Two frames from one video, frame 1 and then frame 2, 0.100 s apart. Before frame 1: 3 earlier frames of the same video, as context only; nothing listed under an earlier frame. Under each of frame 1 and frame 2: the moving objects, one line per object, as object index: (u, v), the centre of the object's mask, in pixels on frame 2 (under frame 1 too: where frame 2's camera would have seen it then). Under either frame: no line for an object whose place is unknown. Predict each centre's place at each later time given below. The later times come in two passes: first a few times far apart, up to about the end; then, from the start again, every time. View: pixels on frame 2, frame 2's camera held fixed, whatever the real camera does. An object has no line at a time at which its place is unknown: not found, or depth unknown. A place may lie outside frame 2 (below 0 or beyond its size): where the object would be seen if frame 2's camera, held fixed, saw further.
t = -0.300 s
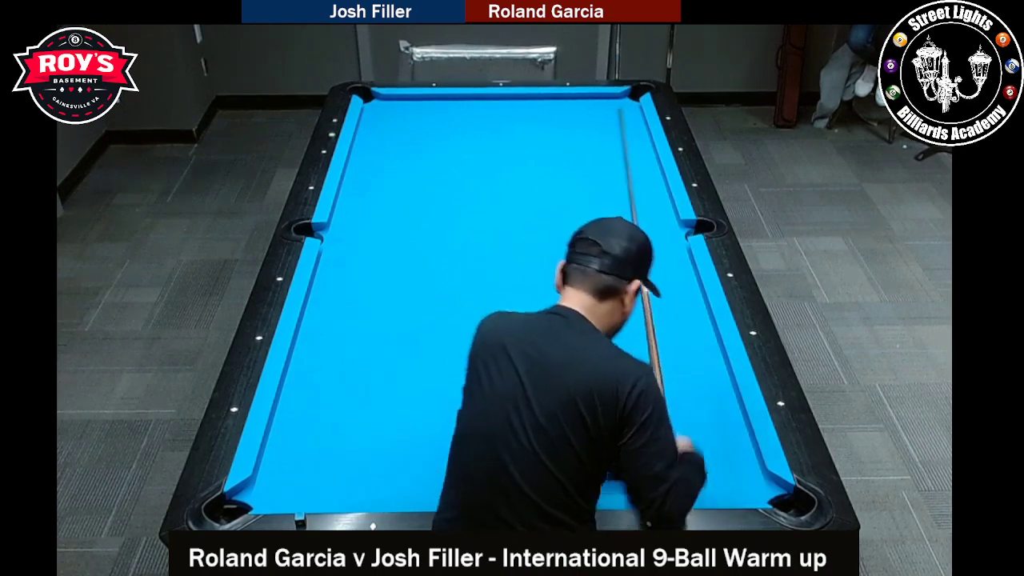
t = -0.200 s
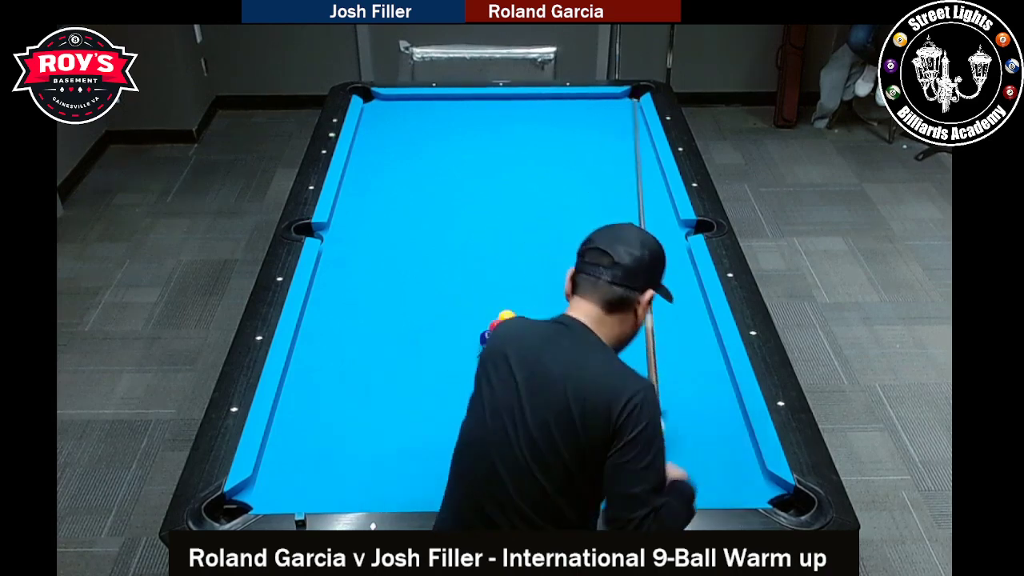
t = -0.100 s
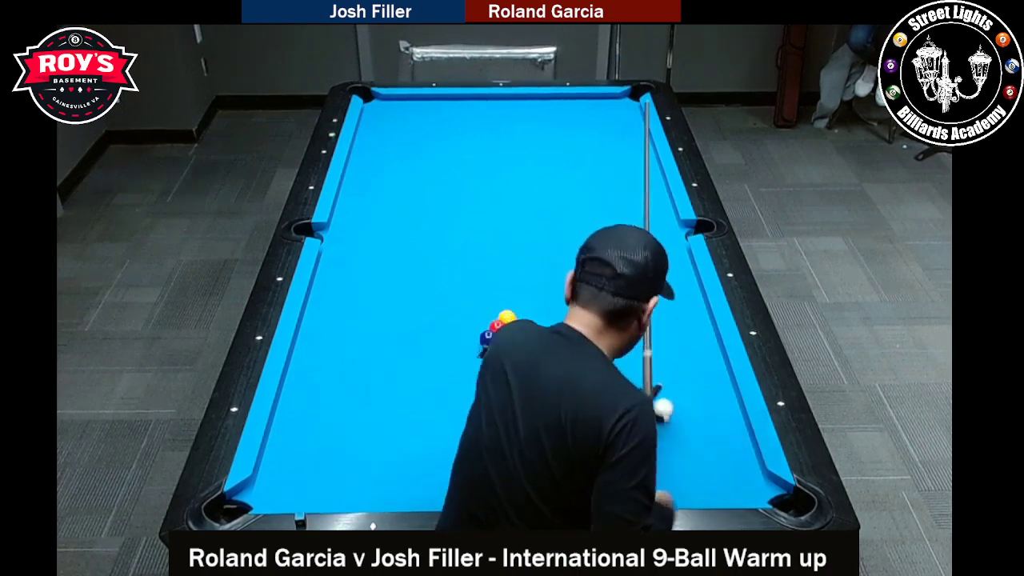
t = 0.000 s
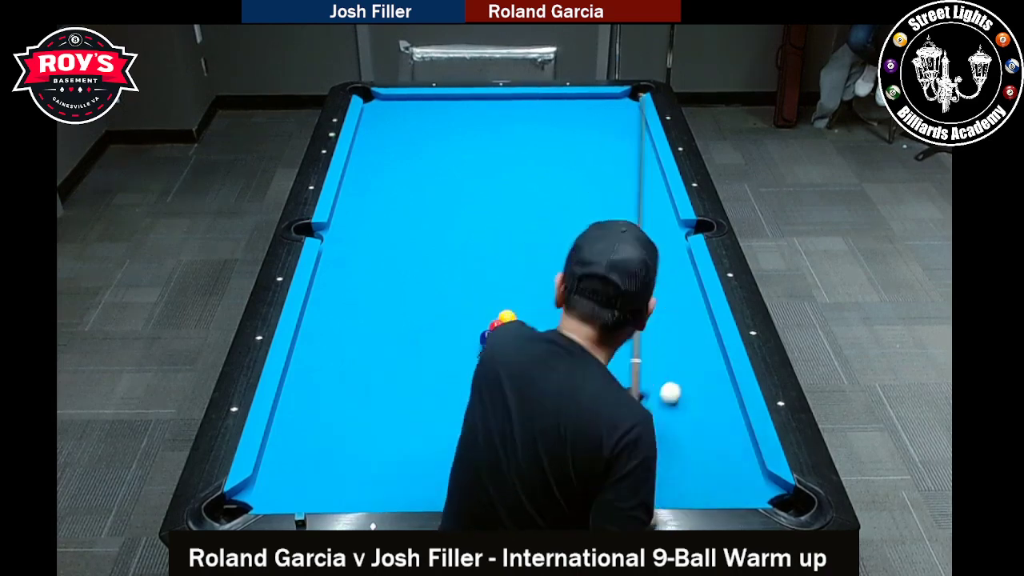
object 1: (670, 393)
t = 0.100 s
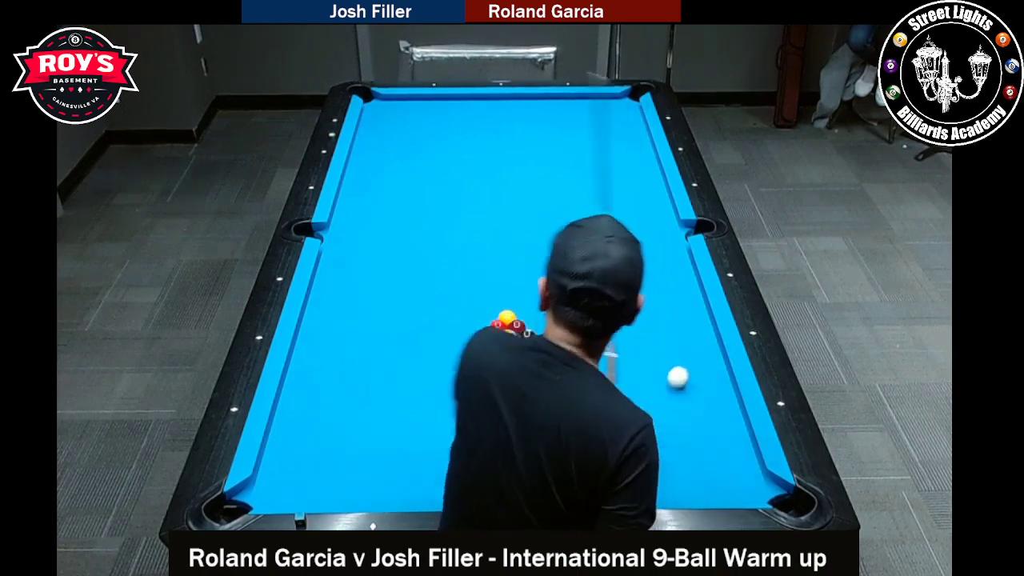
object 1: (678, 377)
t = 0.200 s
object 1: (685, 362)
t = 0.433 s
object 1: (700, 331)
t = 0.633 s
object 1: (697, 310)
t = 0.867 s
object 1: (679, 292)
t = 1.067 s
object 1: (666, 278)
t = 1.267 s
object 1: (654, 264)
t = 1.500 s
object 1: (641, 250)
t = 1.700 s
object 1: (631, 239)
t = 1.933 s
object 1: (620, 227)
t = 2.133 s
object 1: (611, 218)
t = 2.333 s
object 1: (603, 209)
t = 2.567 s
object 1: (594, 200)
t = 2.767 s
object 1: (587, 193)
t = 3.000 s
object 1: (580, 185)
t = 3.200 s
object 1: (575, 180)
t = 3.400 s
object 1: (569, 175)
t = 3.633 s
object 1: (564, 169)
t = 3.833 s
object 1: (560, 165)
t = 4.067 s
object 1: (555, 160)
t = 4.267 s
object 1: (552, 157)
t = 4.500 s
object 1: (548, 154)
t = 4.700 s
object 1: (546, 151)
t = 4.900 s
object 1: (544, 149)
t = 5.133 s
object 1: (542, 147)
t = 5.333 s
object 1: (541, 146)
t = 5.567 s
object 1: (540, 144)
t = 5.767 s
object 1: (539, 143)
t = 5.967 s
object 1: (538, 143)
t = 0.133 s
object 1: (680, 372)
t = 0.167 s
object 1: (683, 367)
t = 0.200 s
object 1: (685, 362)
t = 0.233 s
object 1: (687, 358)
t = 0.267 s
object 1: (689, 353)
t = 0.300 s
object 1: (692, 348)
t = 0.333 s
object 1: (694, 344)
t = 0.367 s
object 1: (696, 340)
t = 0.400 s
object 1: (698, 335)
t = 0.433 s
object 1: (700, 331)
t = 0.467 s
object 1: (702, 327)
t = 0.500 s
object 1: (704, 323)
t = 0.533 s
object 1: (705, 319)
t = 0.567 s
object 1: (702, 316)
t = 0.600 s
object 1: (699, 313)
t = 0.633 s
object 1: (697, 310)
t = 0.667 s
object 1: (694, 308)
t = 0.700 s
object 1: (691, 305)
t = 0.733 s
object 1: (689, 302)
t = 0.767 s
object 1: (687, 300)
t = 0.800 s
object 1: (684, 297)
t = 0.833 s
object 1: (681, 294)
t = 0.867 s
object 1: (679, 292)
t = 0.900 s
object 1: (677, 289)
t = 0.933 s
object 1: (675, 287)
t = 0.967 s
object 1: (672, 284)
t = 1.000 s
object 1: (670, 282)
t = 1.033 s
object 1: (668, 280)
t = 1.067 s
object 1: (666, 278)
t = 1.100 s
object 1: (664, 275)
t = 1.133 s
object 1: (662, 273)
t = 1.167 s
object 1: (660, 270)
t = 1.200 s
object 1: (658, 268)
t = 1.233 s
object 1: (656, 266)
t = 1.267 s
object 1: (654, 264)
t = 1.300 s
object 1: (652, 262)
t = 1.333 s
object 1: (650, 260)
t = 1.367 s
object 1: (648, 258)
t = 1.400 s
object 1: (646, 256)
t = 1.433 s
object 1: (644, 254)
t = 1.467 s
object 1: (643, 252)
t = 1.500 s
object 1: (641, 250)
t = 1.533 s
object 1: (639, 248)
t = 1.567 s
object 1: (637, 246)
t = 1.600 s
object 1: (636, 244)
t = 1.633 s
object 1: (634, 243)
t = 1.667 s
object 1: (632, 241)
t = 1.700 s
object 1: (631, 239)
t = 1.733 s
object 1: (629, 237)
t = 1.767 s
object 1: (627, 235)
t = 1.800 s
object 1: (626, 234)
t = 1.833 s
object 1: (624, 232)
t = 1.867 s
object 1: (623, 230)
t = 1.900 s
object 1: (621, 229)
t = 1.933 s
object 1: (620, 227)
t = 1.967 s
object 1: (618, 225)
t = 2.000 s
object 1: (617, 224)
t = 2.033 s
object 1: (615, 222)
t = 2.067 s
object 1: (614, 221)
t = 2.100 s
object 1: (612, 219)
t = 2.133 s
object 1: (611, 218)
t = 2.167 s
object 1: (609, 216)
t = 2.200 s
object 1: (608, 215)
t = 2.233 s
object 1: (607, 213)
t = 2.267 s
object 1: (605, 212)
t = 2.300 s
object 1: (604, 210)
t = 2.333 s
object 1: (603, 209)
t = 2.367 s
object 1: (602, 208)
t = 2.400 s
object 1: (600, 206)
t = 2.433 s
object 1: (599, 205)
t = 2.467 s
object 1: (598, 204)
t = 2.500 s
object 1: (596, 202)
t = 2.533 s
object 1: (595, 201)
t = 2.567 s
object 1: (594, 200)
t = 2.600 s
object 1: (593, 199)
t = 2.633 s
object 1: (592, 197)
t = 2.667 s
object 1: (591, 196)
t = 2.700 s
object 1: (590, 195)
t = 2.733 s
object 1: (589, 194)
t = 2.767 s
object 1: (587, 193)
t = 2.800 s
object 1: (586, 192)
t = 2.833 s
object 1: (585, 191)
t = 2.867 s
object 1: (584, 190)
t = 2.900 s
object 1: (583, 189)
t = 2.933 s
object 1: (582, 188)
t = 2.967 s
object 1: (581, 186)
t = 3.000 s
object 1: (580, 185)
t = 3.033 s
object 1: (579, 184)
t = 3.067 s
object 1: (578, 184)
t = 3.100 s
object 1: (578, 182)
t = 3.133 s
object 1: (577, 181)
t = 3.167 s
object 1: (576, 180)
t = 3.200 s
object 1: (575, 180)
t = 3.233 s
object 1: (574, 179)
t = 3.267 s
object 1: (573, 178)
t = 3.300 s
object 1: (572, 177)
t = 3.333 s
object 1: (571, 176)
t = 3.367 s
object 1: (570, 175)
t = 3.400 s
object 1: (569, 175)
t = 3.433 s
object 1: (569, 174)
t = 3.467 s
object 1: (568, 173)
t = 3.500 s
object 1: (567, 172)
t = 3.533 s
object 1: (566, 171)
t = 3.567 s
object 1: (565, 170)
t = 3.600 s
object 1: (565, 170)
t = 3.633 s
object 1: (564, 169)
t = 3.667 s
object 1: (563, 168)
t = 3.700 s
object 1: (562, 168)
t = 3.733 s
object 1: (562, 167)
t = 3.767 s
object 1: (561, 166)
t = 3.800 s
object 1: (560, 165)
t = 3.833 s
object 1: (560, 165)
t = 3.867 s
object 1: (559, 164)
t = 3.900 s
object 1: (558, 163)
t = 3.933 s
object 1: (558, 163)
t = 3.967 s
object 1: (557, 162)
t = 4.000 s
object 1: (556, 161)
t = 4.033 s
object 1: (556, 161)
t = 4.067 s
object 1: (555, 160)
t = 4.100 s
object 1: (554, 160)
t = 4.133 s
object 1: (554, 159)
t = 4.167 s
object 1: (553, 159)
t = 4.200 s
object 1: (553, 158)
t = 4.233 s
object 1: (552, 158)
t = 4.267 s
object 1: (552, 157)
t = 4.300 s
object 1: (551, 157)
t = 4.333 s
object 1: (550, 156)
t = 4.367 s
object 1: (550, 156)
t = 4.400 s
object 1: (550, 155)
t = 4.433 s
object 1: (549, 155)
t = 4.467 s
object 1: (549, 154)
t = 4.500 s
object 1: (548, 154)
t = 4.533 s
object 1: (548, 153)
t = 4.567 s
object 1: (547, 153)
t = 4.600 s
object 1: (547, 153)
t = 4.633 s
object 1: (546, 152)
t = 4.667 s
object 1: (546, 152)
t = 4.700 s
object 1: (546, 151)
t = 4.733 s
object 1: (545, 151)
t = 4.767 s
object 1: (545, 150)
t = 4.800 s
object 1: (545, 150)
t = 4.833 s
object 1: (544, 150)
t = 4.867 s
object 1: (544, 149)
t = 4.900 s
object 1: (544, 149)
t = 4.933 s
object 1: (543, 149)
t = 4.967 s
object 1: (543, 149)
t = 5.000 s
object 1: (543, 148)
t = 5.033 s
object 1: (543, 148)
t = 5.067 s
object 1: (542, 147)
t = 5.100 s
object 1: (542, 147)
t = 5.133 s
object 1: (542, 147)
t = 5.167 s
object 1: (542, 147)
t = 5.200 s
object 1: (541, 146)
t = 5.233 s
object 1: (541, 146)
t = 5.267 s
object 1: (541, 146)
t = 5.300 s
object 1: (541, 146)
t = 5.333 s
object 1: (541, 146)
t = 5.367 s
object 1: (540, 145)
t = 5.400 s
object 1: (540, 145)
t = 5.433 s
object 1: (540, 145)
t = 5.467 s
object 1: (540, 145)
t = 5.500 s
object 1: (540, 144)
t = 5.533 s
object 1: (540, 144)
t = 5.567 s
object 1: (540, 144)
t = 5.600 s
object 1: (539, 144)
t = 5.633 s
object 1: (539, 144)
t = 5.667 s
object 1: (539, 144)
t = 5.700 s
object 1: (539, 144)
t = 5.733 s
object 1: (539, 144)
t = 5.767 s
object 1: (539, 143)
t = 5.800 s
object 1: (539, 143)
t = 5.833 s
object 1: (539, 143)
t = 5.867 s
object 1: (538, 143)
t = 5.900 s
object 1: (538, 143)
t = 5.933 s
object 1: (538, 143)
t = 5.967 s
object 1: (538, 143)
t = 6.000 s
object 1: (538, 143)
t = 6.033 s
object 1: (538, 143)
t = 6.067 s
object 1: (538, 143)
